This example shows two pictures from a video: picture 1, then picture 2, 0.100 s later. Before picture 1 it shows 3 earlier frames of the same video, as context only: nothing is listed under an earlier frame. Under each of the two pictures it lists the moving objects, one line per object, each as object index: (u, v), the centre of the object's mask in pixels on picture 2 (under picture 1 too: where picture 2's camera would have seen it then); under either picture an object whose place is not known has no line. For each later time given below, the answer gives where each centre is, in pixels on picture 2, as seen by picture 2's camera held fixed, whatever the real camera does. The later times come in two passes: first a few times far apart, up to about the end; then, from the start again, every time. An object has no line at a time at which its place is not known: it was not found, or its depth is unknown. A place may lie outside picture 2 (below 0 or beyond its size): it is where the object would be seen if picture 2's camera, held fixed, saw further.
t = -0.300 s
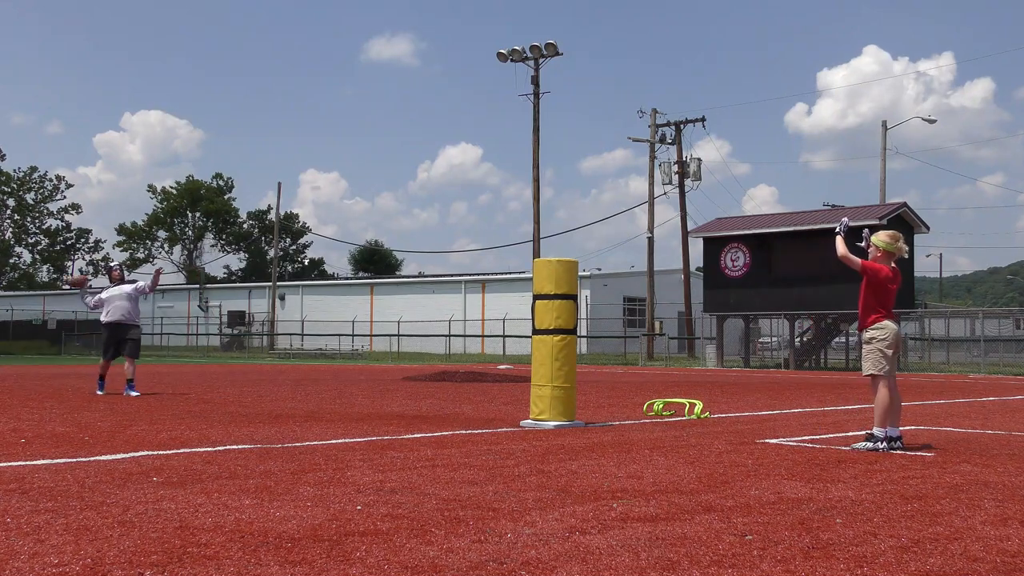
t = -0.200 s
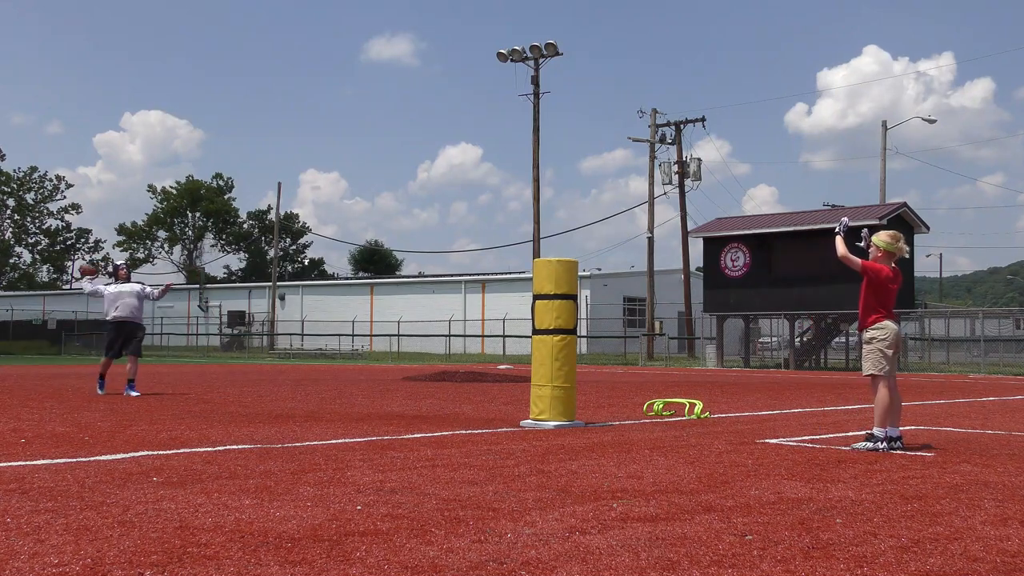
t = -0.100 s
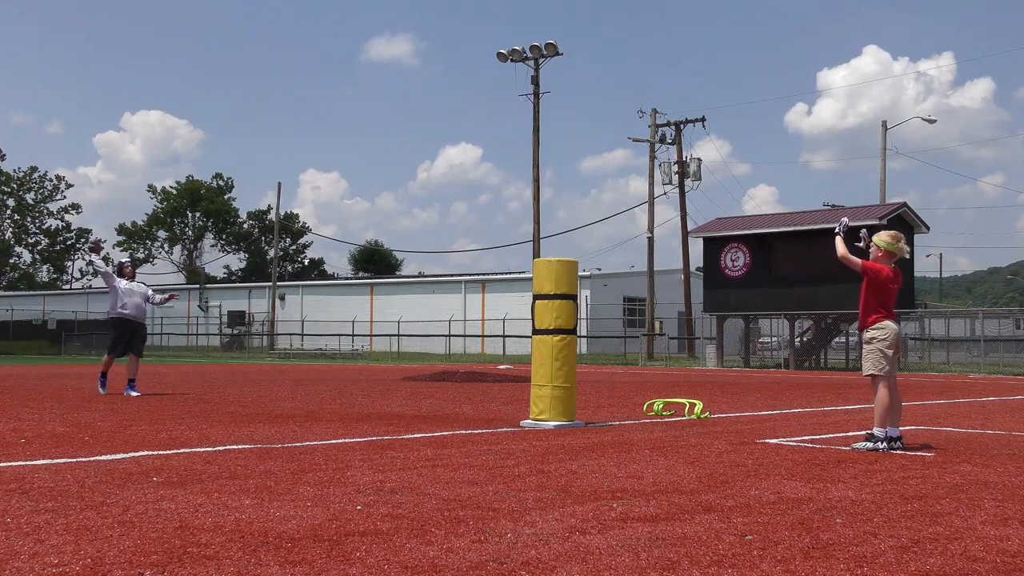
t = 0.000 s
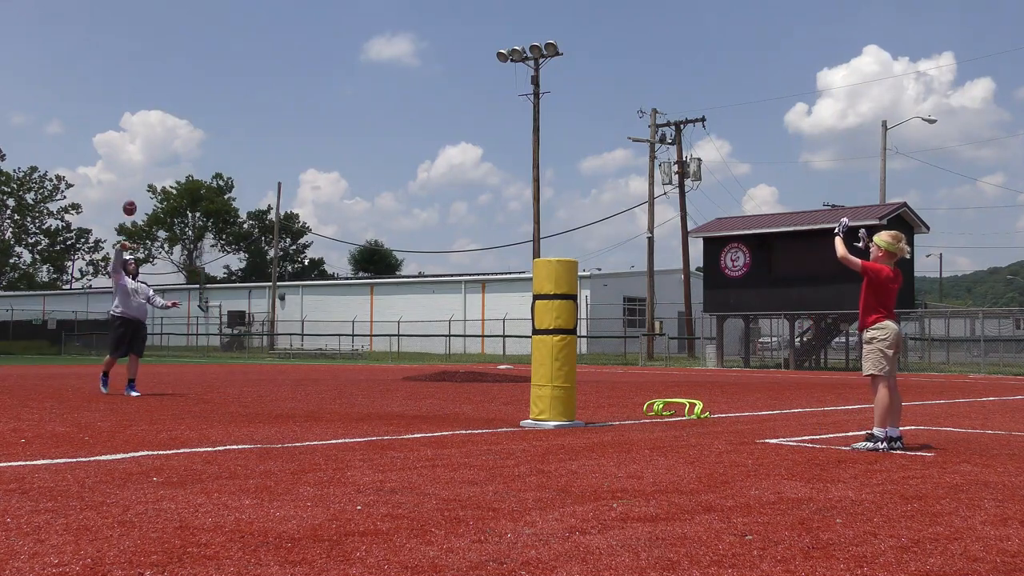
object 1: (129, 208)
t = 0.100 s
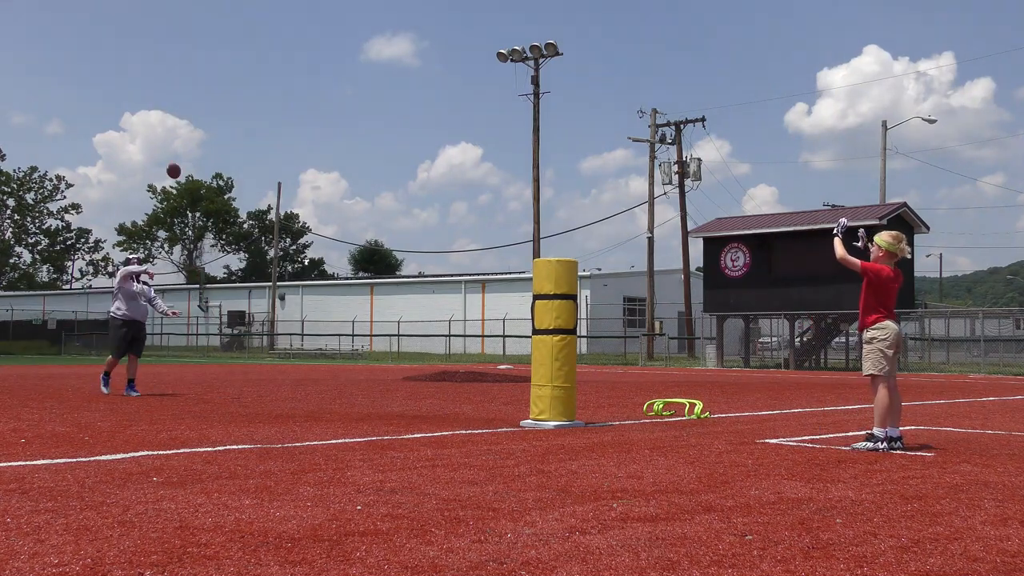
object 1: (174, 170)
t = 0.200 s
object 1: (219, 138)
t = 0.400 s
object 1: (315, 94)
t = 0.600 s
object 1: (425, 80)
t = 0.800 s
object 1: (554, 109)
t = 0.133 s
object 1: (189, 159)
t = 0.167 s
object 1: (204, 149)
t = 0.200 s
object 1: (219, 138)
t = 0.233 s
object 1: (234, 129)
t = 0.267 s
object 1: (250, 120)
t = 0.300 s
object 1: (266, 113)
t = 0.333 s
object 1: (282, 105)
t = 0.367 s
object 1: (299, 99)
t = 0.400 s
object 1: (315, 94)
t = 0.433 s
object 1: (333, 89)
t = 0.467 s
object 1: (350, 85)
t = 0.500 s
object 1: (368, 82)
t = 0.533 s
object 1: (386, 81)
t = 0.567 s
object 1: (406, 80)
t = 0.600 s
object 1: (425, 80)
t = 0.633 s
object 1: (445, 81)
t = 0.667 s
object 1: (465, 84)
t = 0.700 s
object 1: (486, 88)
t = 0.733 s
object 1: (508, 93)
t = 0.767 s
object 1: (531, 100)
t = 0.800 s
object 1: (554, 109)
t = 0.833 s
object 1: (578, 118)
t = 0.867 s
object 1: (603, 130)
